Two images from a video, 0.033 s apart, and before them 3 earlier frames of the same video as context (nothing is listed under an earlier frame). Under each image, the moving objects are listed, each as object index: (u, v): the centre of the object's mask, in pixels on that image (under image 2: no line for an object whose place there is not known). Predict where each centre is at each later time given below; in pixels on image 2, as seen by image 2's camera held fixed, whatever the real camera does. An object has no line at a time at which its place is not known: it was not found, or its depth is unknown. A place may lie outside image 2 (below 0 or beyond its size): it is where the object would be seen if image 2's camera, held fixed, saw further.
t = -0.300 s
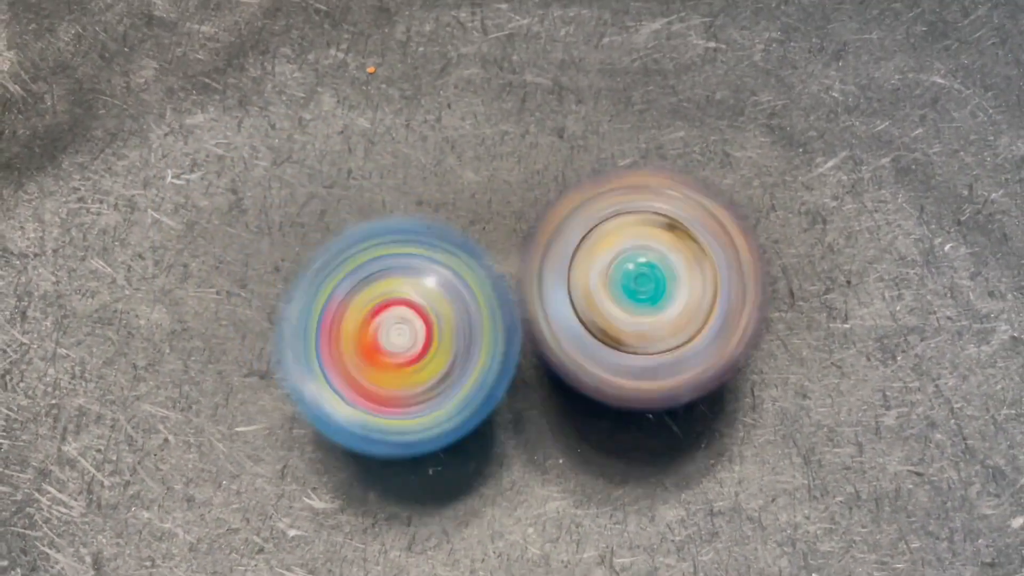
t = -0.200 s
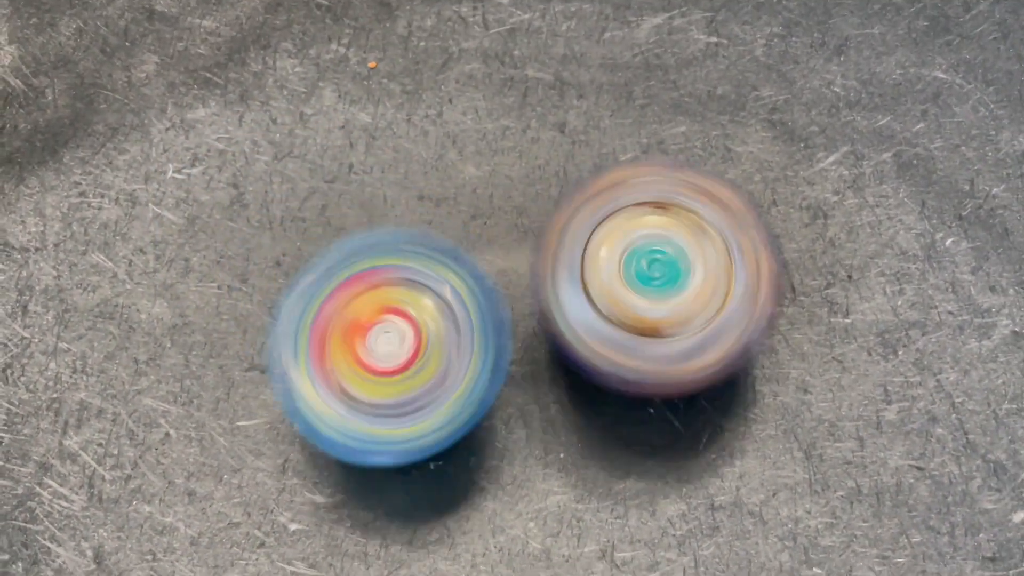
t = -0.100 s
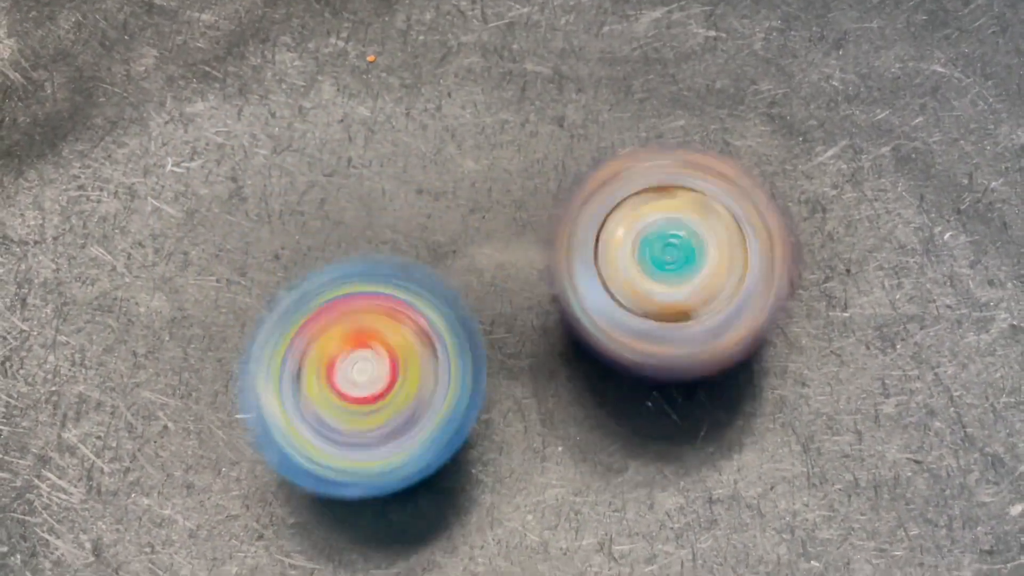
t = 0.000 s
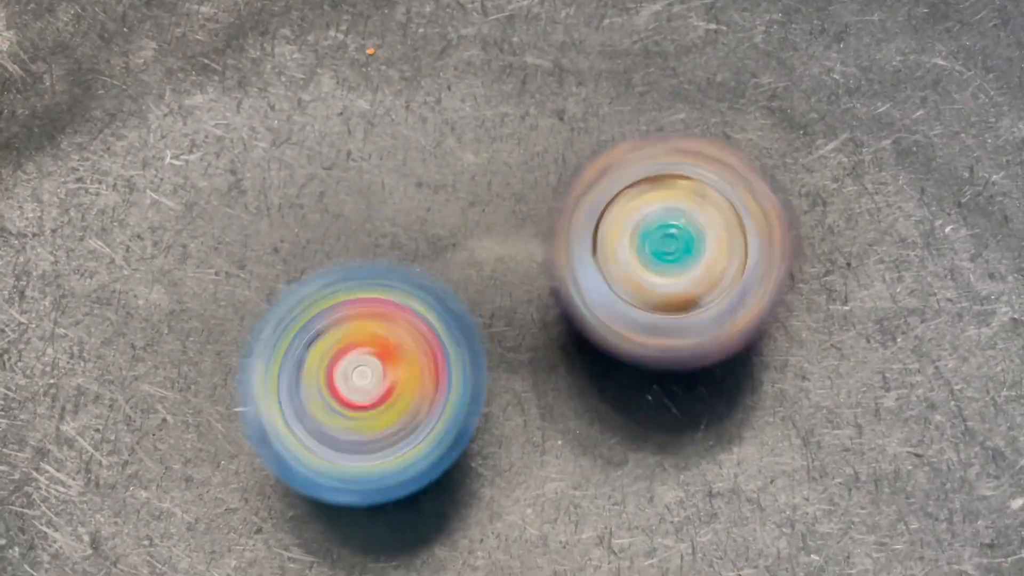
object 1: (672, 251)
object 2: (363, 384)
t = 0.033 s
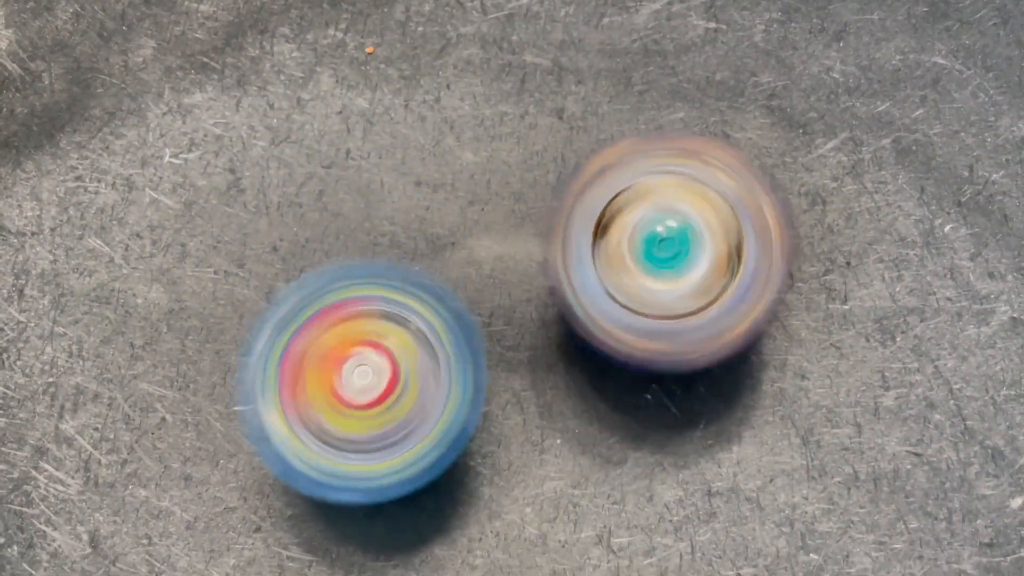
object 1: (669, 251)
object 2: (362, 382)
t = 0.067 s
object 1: (662, 252)
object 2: (364, 384)
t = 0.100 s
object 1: (657, 251)
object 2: (368, 385)
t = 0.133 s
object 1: (652, 254)
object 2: (373, 381)
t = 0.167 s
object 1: (639, 256)
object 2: (376, 380)
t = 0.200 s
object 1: (631, 256)
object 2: (379, 379)
